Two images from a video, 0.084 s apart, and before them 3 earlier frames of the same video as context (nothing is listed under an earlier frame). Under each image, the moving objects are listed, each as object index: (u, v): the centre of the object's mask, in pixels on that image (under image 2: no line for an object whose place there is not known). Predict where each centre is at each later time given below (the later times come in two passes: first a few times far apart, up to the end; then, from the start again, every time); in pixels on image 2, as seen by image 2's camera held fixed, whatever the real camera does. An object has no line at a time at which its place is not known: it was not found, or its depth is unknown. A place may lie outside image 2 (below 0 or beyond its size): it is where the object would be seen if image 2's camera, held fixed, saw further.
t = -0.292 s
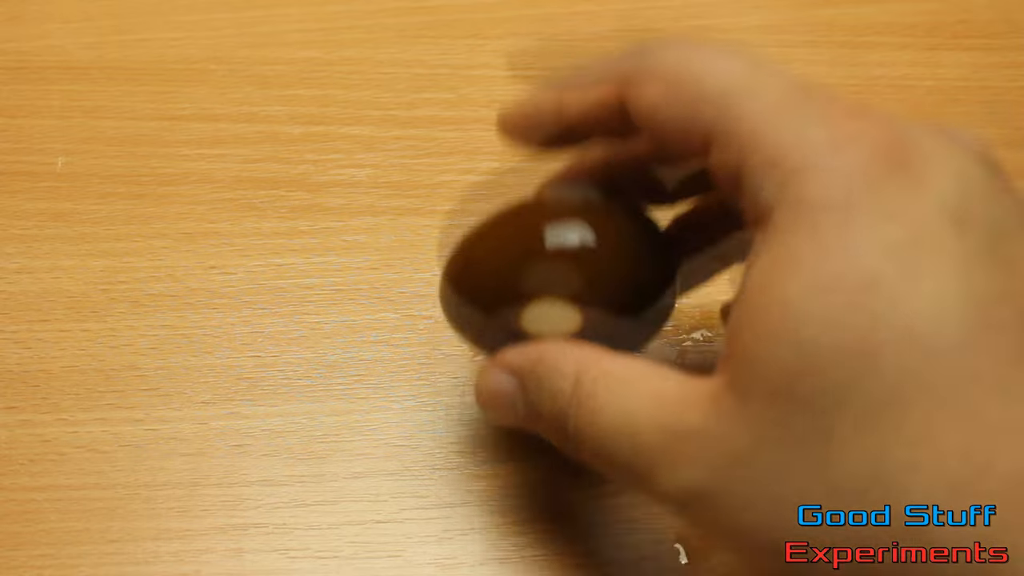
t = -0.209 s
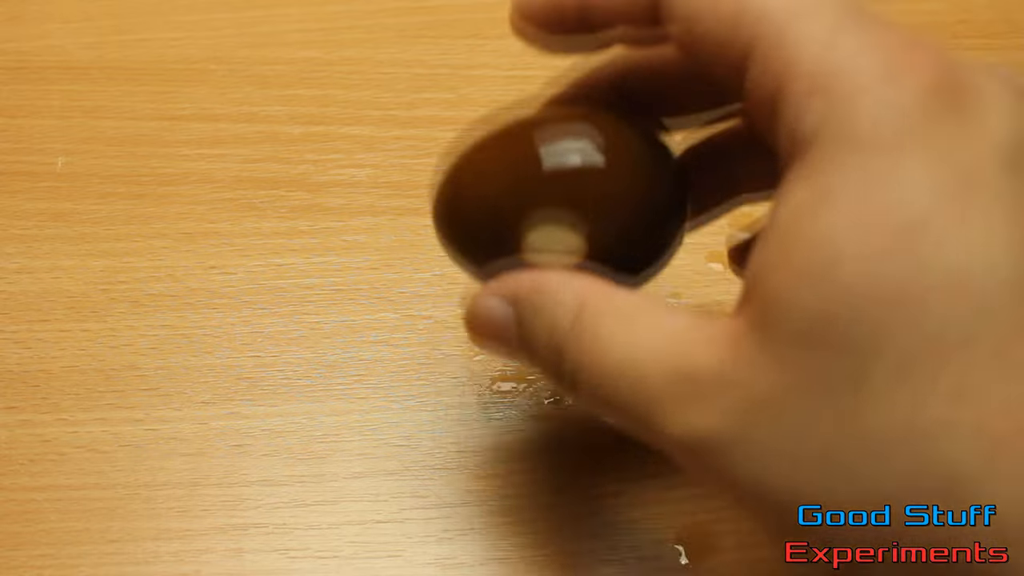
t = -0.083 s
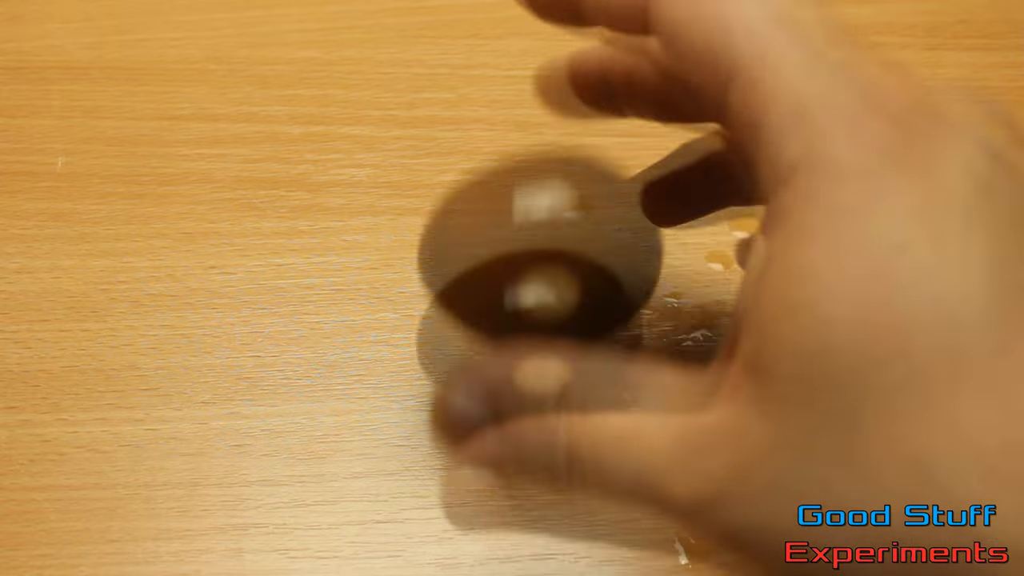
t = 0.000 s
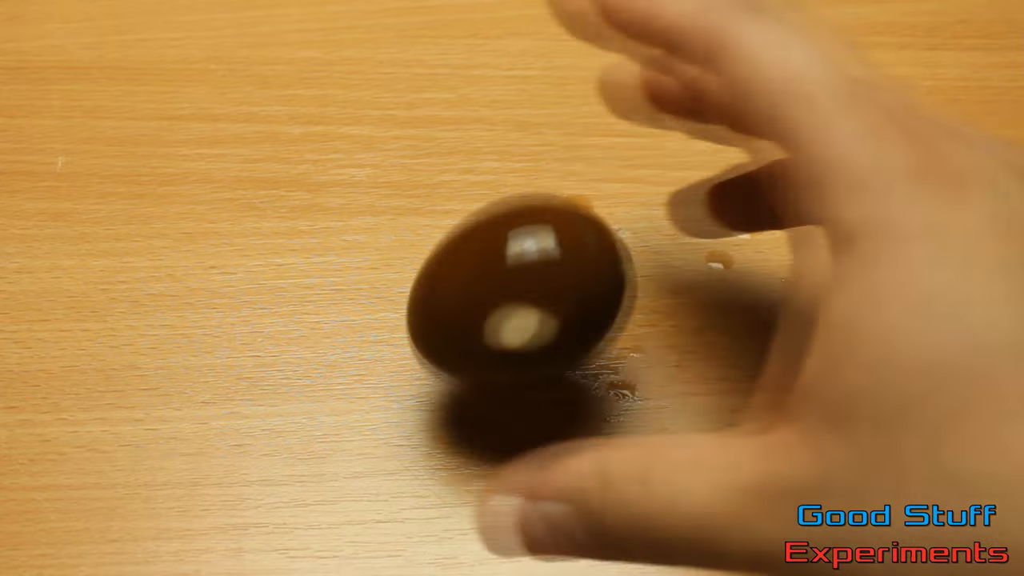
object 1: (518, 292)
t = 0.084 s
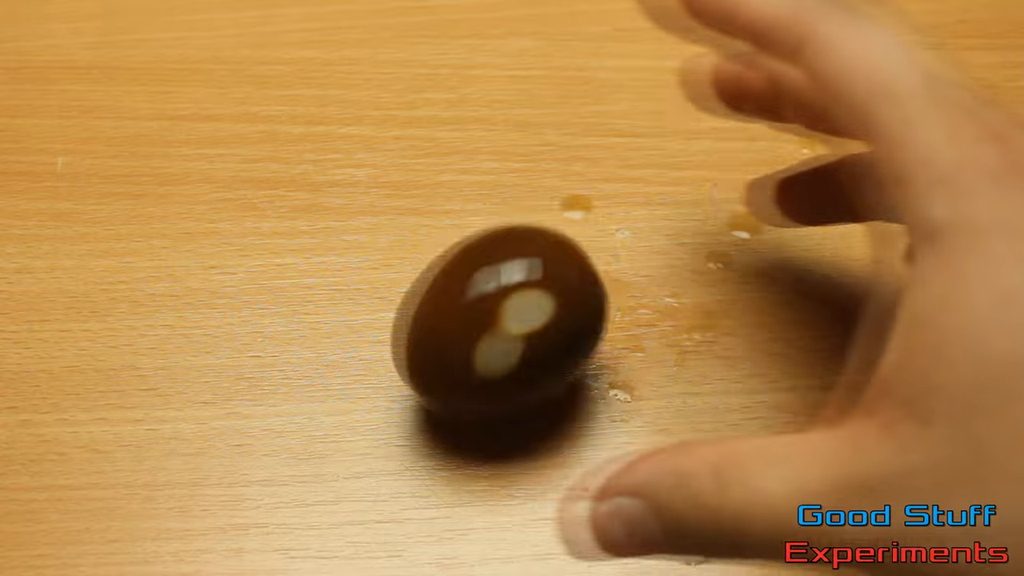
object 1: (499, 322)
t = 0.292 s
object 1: (467, 330)
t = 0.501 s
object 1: (448, 335)
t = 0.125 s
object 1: (493, 320)
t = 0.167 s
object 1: (488, 321)
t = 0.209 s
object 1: (481, 324)
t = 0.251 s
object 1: (474, 331)
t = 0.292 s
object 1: (467, 330)
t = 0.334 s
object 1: (459, 333)
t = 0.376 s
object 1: (454, 336)
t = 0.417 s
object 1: (450, 336)
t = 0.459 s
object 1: (449, 334)
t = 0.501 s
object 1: (448, 335)
